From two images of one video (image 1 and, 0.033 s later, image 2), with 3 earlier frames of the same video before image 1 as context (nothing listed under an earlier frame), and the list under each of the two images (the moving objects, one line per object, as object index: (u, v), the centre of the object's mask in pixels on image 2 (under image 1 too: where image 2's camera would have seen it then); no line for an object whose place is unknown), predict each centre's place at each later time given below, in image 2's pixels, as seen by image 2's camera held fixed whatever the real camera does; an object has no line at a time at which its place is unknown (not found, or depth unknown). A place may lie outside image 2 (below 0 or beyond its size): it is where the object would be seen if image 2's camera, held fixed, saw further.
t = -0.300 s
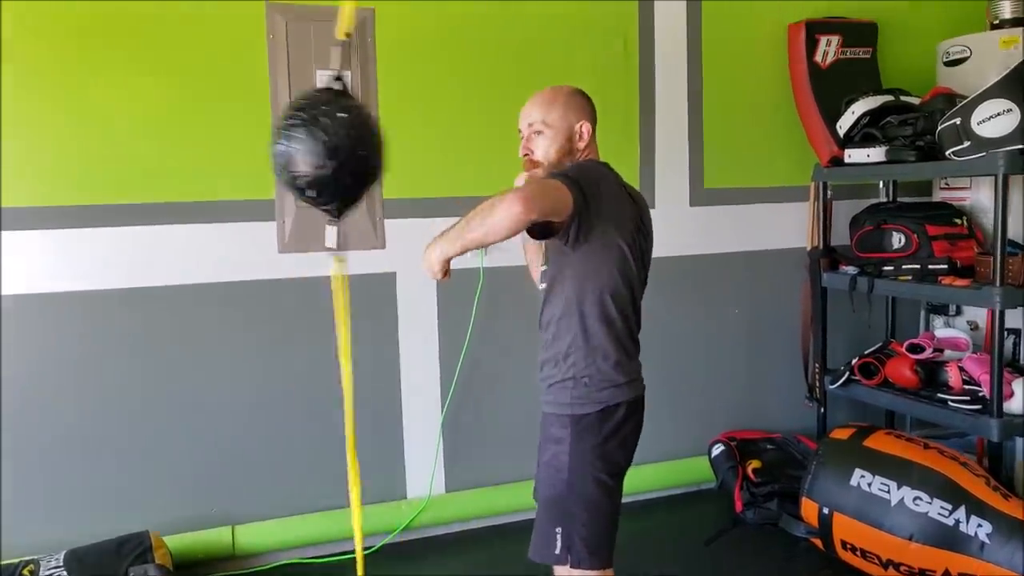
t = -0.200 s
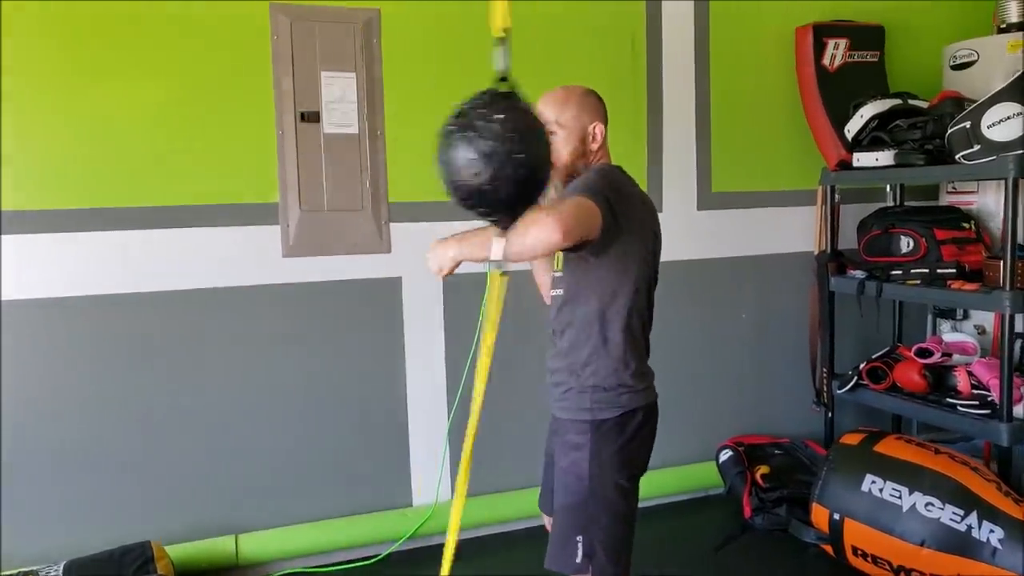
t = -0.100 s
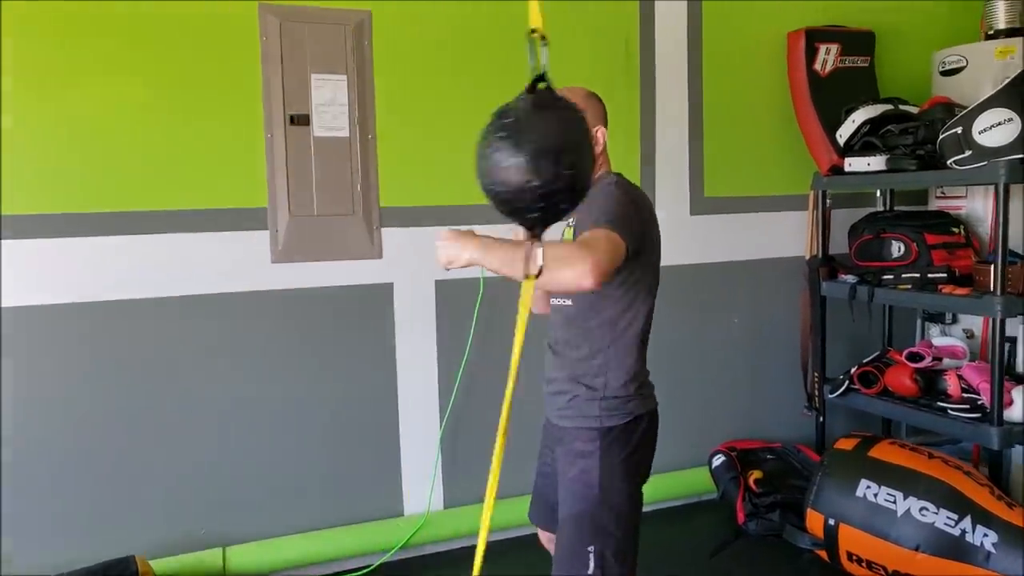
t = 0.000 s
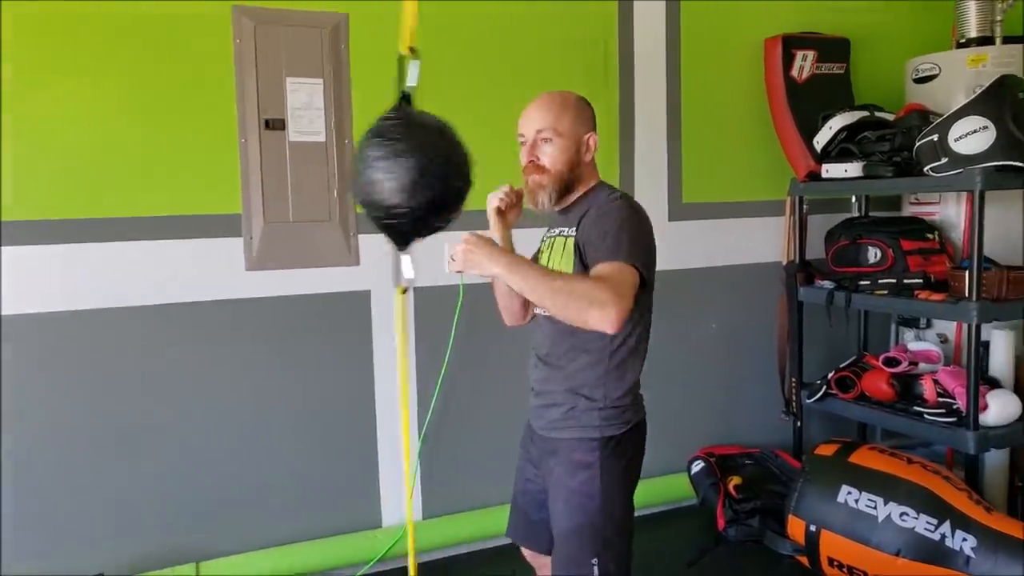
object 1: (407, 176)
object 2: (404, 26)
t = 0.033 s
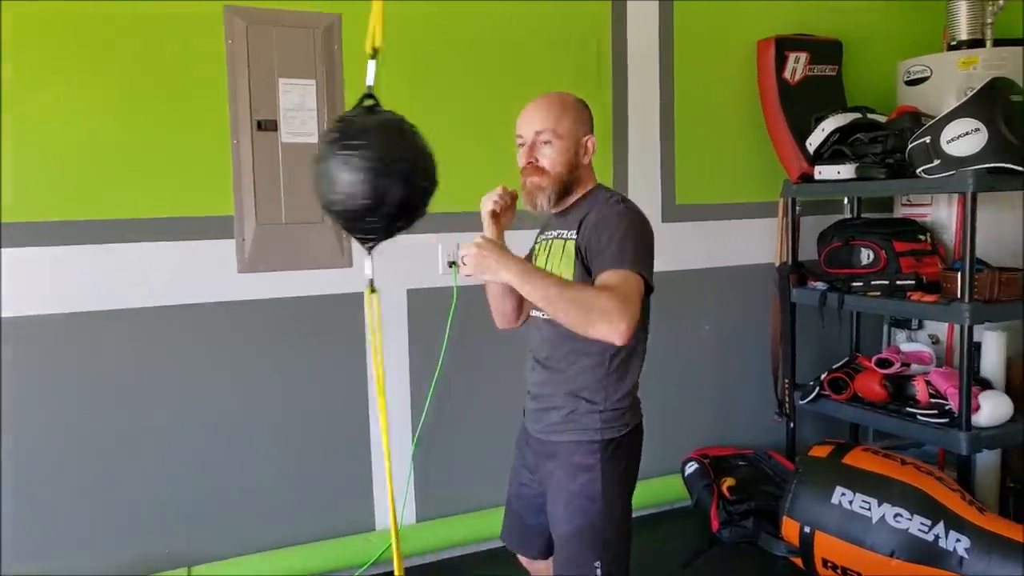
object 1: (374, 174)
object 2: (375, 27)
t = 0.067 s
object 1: (356, 171)
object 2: (363, 27)
